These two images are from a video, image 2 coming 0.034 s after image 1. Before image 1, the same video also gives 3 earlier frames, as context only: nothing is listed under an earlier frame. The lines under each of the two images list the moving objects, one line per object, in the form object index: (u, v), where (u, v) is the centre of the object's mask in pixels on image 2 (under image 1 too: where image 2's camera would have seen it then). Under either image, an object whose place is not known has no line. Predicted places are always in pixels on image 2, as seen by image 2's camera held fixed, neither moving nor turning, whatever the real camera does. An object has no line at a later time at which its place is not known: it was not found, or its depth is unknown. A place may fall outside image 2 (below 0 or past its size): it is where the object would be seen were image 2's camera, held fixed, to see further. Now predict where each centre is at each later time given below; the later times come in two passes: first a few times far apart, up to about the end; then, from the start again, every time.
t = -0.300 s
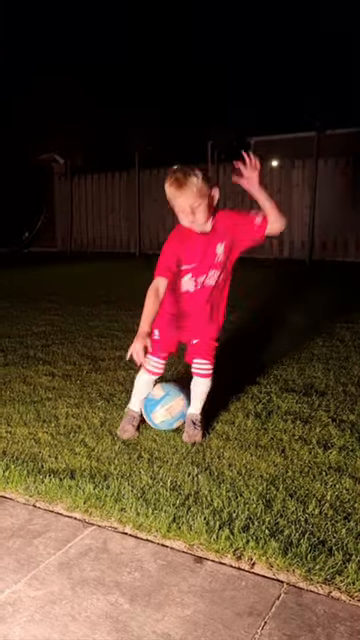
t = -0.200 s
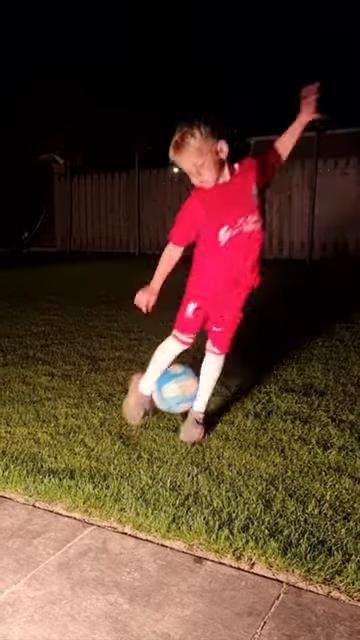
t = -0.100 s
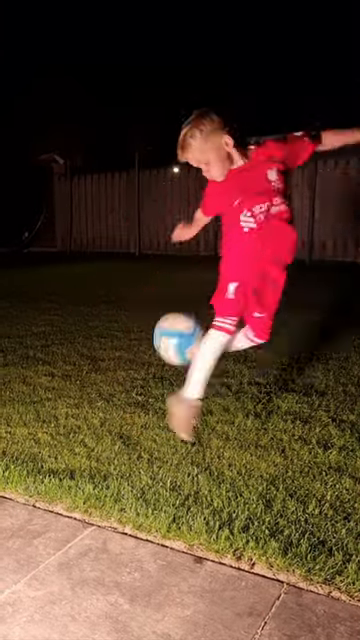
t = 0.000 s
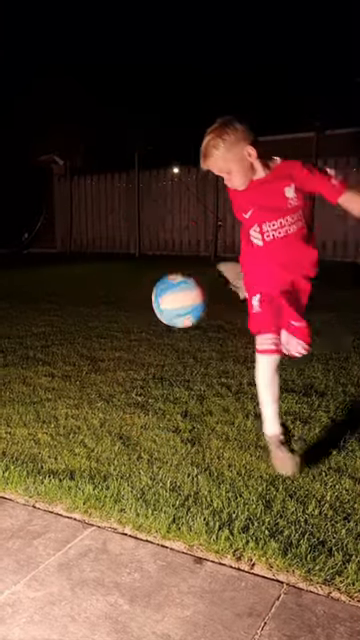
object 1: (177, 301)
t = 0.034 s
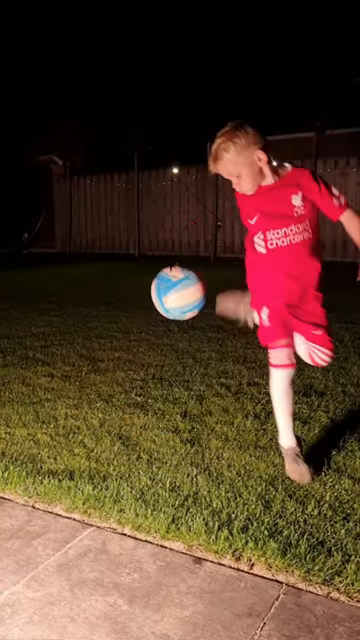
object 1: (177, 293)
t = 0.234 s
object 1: (178, 306)
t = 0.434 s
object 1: (182, 433)
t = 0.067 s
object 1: (178, 288)
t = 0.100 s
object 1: (177, 286)
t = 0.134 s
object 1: (178, 286)
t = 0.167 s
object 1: (178, 289)
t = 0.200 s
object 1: (178, 297)
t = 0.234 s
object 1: (178, 306)
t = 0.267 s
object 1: (179, 319)
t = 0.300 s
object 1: (178, 336)
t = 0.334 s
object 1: (178, 356)
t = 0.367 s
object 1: (179, 378)
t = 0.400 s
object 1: (181, 404)
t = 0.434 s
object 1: (182, 433)
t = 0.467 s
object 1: (182, 465)
